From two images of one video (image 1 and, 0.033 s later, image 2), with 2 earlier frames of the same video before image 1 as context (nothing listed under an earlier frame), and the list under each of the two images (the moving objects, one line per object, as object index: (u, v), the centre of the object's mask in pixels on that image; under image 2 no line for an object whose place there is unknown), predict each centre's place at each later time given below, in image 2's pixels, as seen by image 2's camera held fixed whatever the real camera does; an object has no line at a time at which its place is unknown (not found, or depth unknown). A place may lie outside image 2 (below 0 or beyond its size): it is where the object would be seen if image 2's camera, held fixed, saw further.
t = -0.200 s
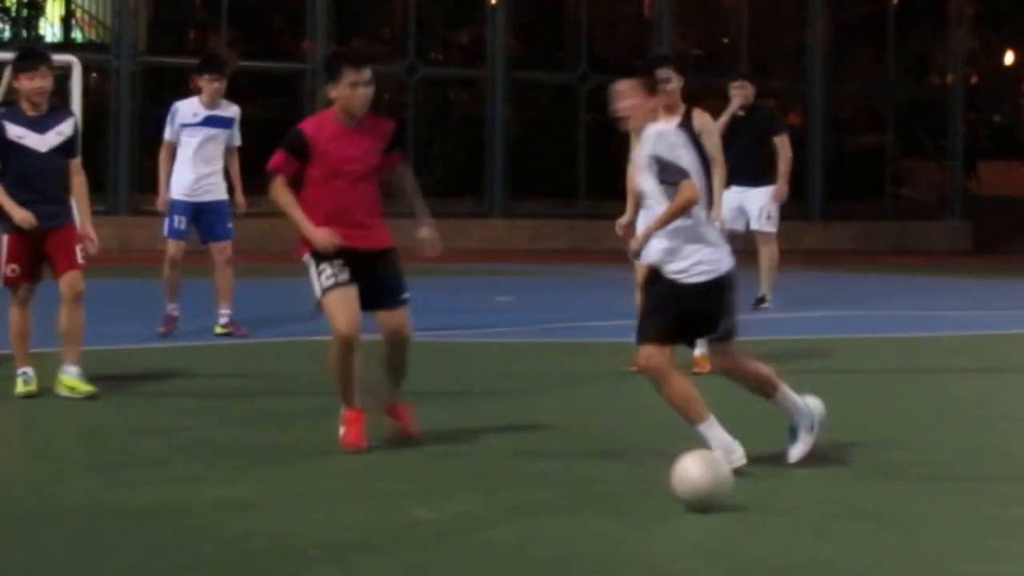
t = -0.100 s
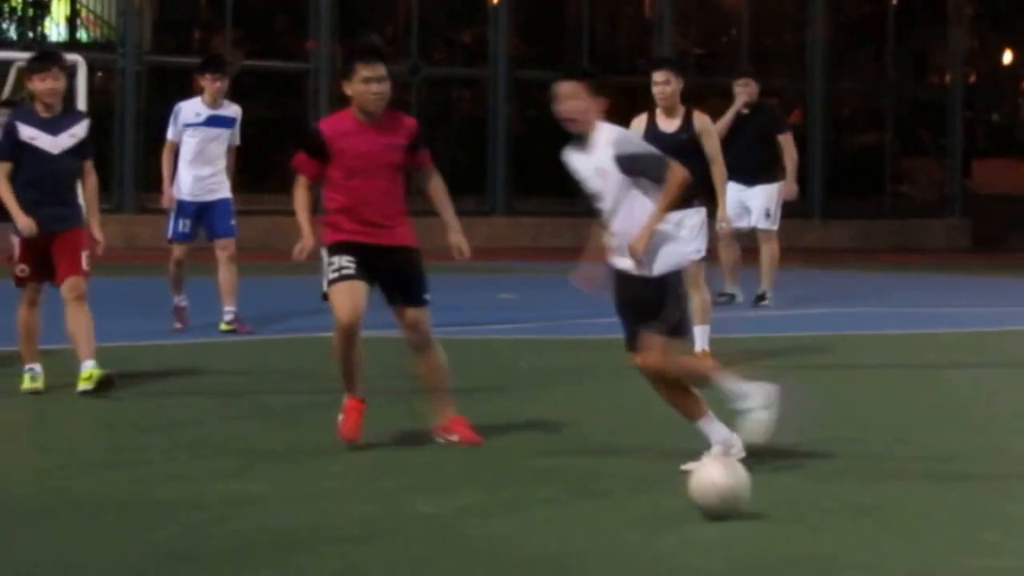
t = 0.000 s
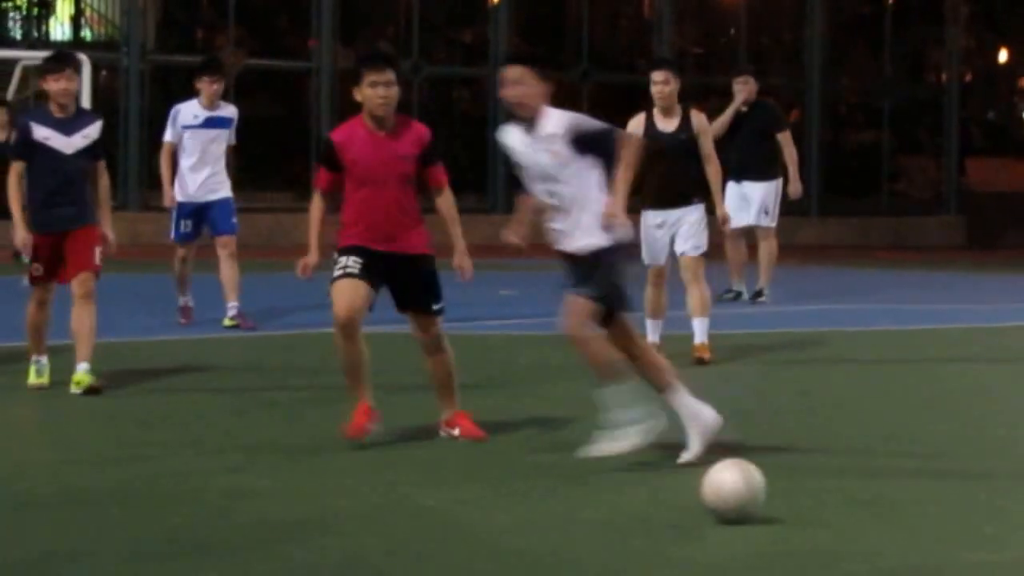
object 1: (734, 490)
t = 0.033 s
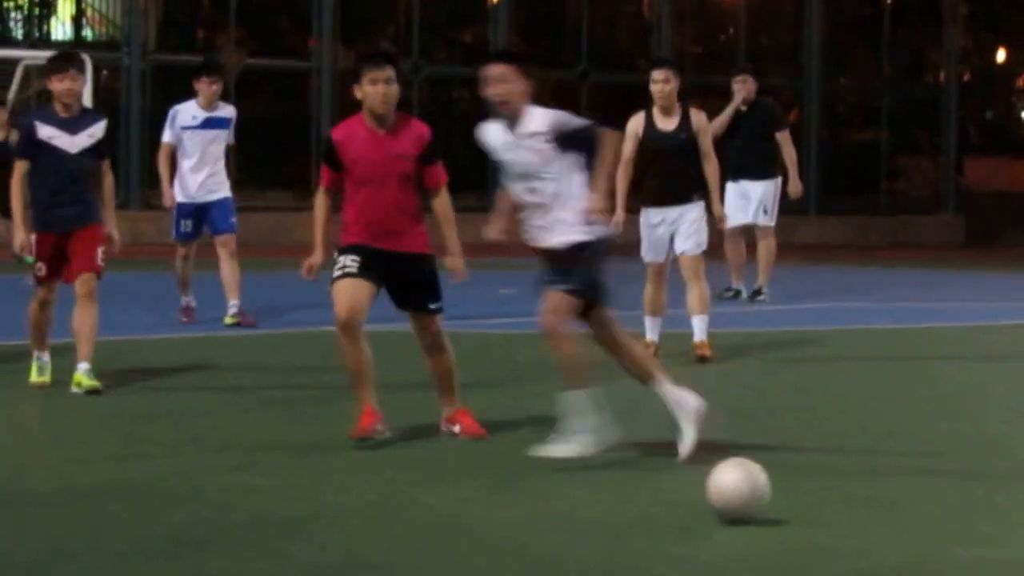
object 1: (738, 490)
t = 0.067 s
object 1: (744, 498)
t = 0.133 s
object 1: (752, 513)
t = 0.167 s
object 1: (756, 519)
